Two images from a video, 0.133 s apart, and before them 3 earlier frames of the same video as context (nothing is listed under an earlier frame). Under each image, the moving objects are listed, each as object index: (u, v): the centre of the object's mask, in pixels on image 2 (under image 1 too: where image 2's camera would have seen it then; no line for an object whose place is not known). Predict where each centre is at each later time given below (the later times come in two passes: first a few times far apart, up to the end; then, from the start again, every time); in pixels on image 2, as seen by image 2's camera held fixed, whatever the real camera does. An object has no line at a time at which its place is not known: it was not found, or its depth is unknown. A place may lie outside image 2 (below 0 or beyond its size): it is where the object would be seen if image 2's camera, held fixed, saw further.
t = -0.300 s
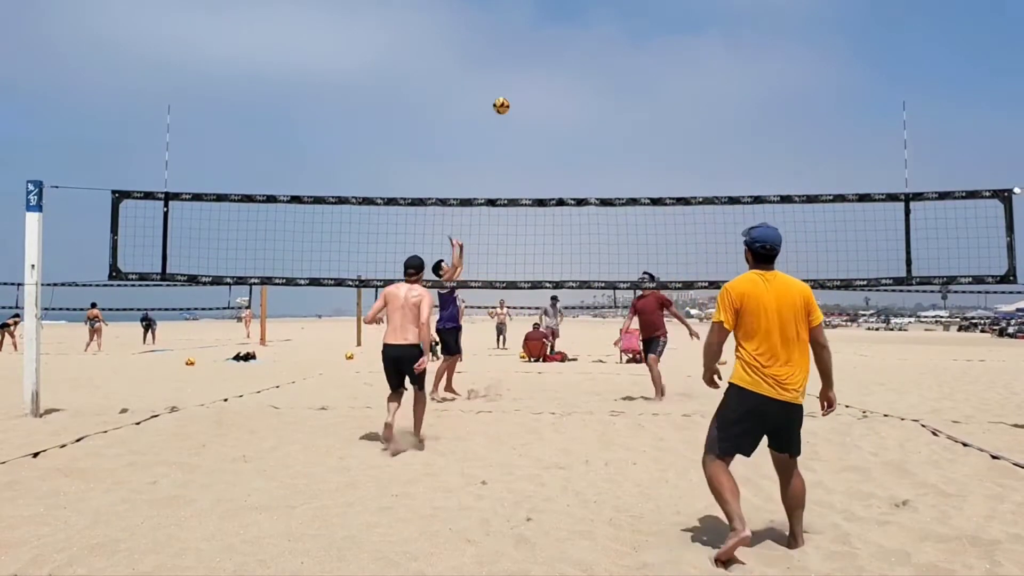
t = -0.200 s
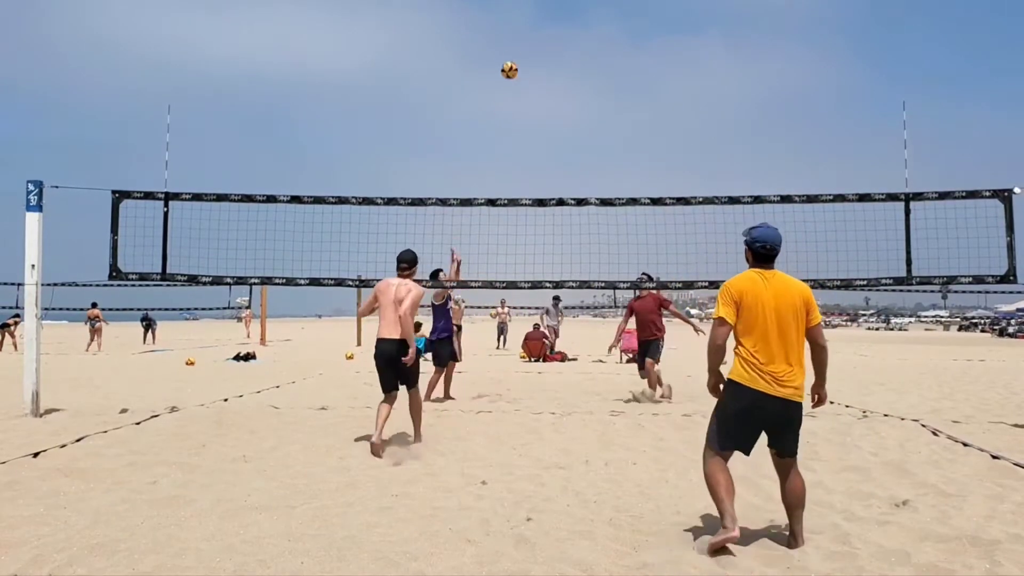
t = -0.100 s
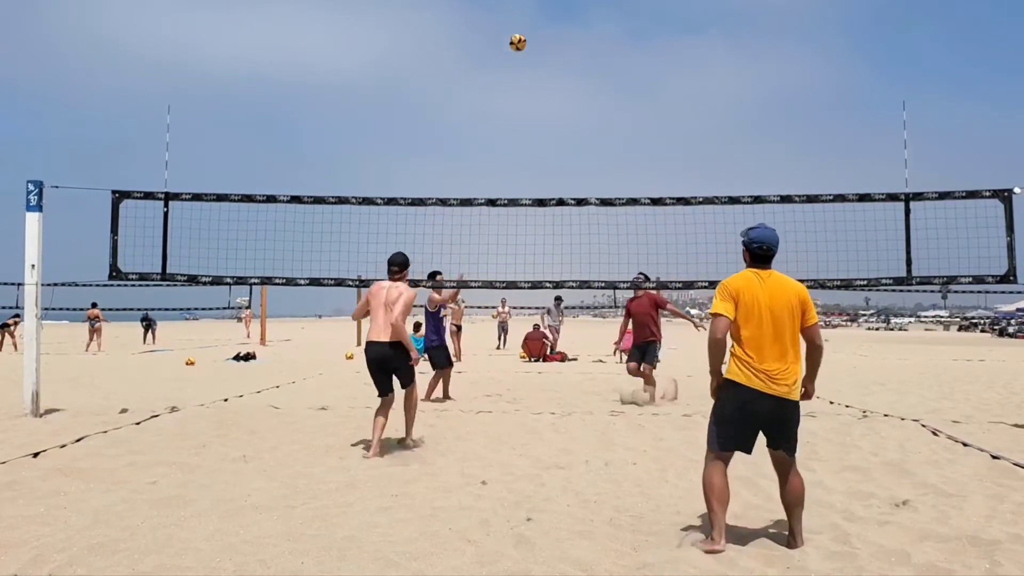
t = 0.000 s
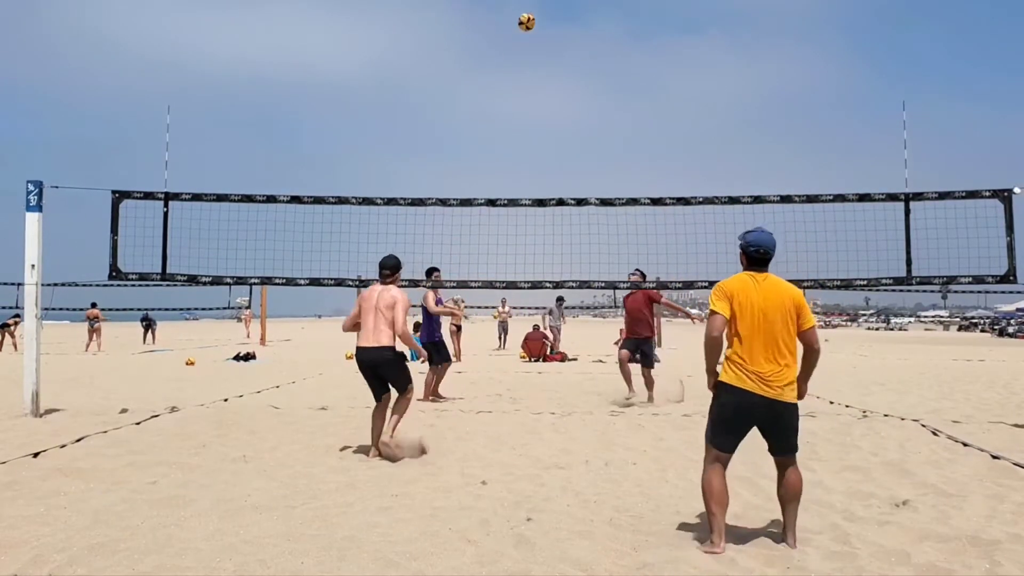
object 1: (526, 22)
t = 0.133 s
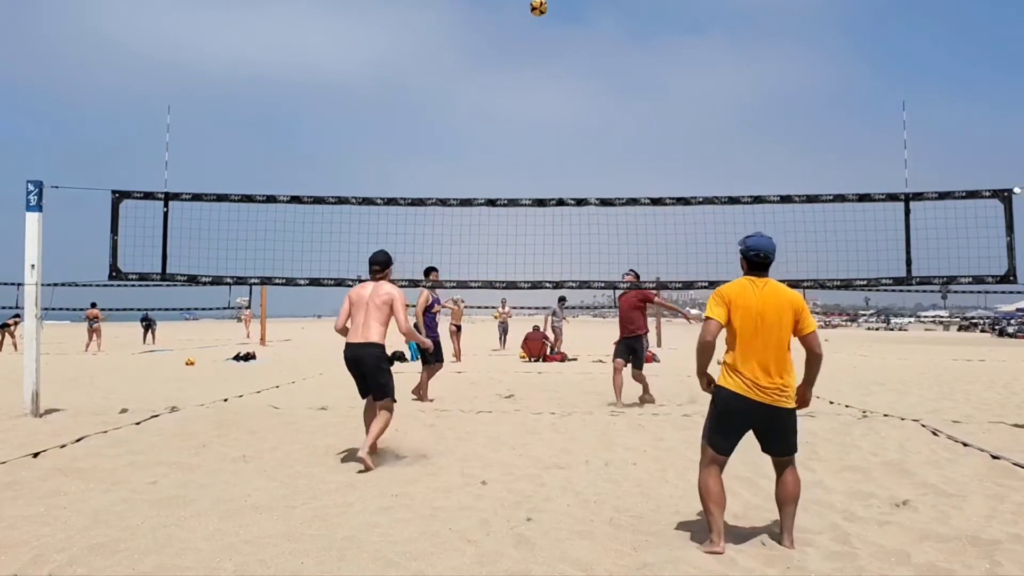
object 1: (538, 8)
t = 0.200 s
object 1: (545, 6)
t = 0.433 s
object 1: (568, 24)
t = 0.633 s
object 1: (591, 76)
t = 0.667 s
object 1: (595, 88)
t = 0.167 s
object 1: (541, 7)
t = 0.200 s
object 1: (545, 6)
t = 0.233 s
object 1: (548, 7)
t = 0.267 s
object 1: (551, 7)
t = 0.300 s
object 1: (554, 8)
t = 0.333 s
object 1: (558, 10)
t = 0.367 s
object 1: (561, 14)
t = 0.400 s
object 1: (565, 19)
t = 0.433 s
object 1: (568, 24)
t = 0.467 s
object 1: (571, 30)
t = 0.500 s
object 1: (575, 38)
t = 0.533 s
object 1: (579, 46)
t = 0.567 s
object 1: (583, 55)
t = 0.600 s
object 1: (587, 65)
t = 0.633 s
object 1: (591, 76)
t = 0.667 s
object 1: (595, 88)
